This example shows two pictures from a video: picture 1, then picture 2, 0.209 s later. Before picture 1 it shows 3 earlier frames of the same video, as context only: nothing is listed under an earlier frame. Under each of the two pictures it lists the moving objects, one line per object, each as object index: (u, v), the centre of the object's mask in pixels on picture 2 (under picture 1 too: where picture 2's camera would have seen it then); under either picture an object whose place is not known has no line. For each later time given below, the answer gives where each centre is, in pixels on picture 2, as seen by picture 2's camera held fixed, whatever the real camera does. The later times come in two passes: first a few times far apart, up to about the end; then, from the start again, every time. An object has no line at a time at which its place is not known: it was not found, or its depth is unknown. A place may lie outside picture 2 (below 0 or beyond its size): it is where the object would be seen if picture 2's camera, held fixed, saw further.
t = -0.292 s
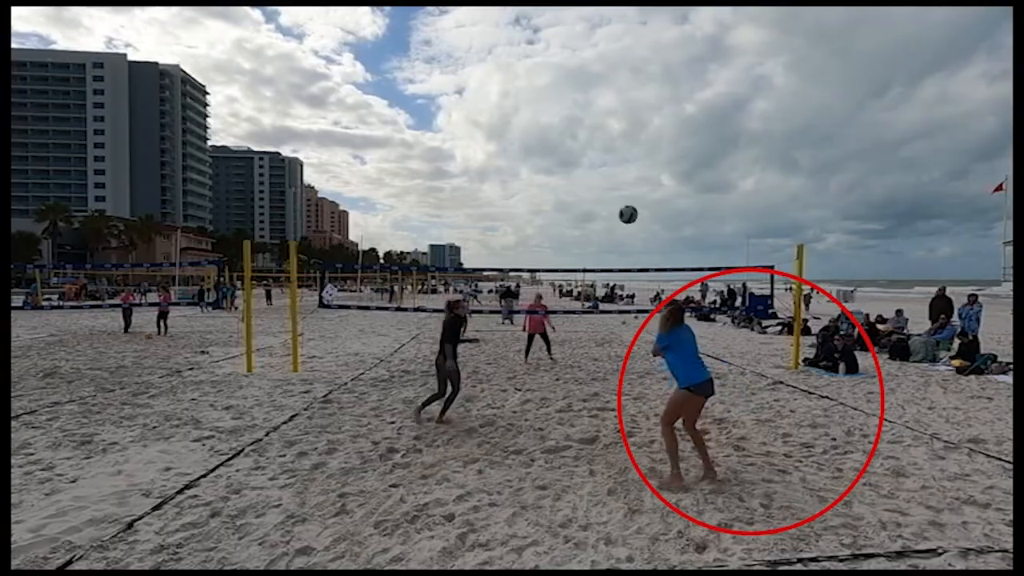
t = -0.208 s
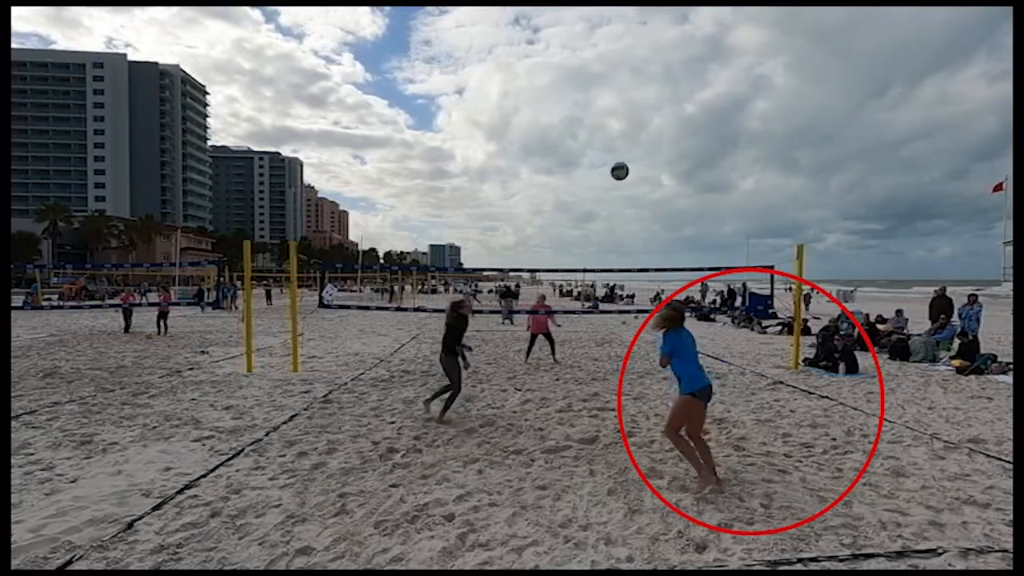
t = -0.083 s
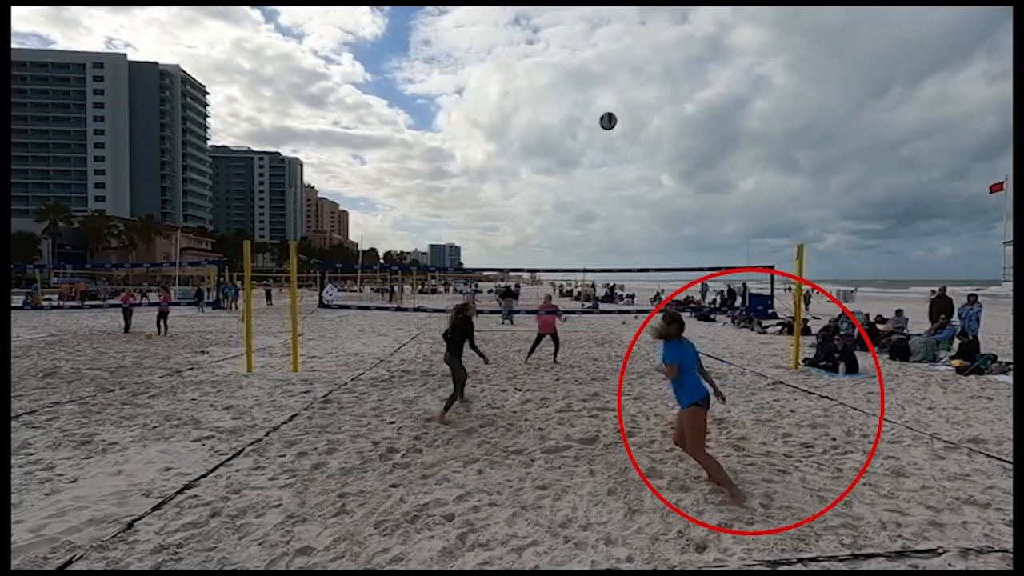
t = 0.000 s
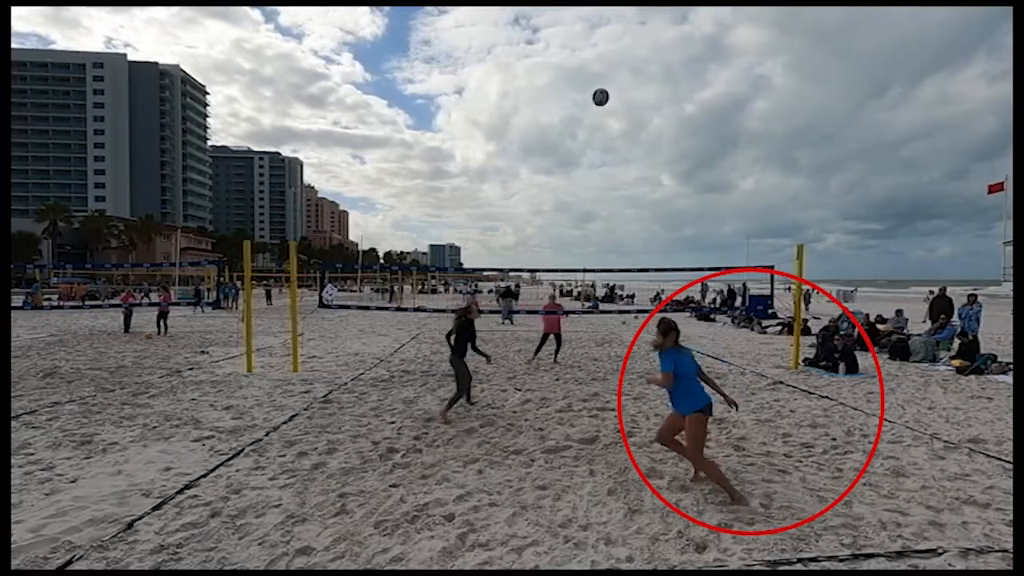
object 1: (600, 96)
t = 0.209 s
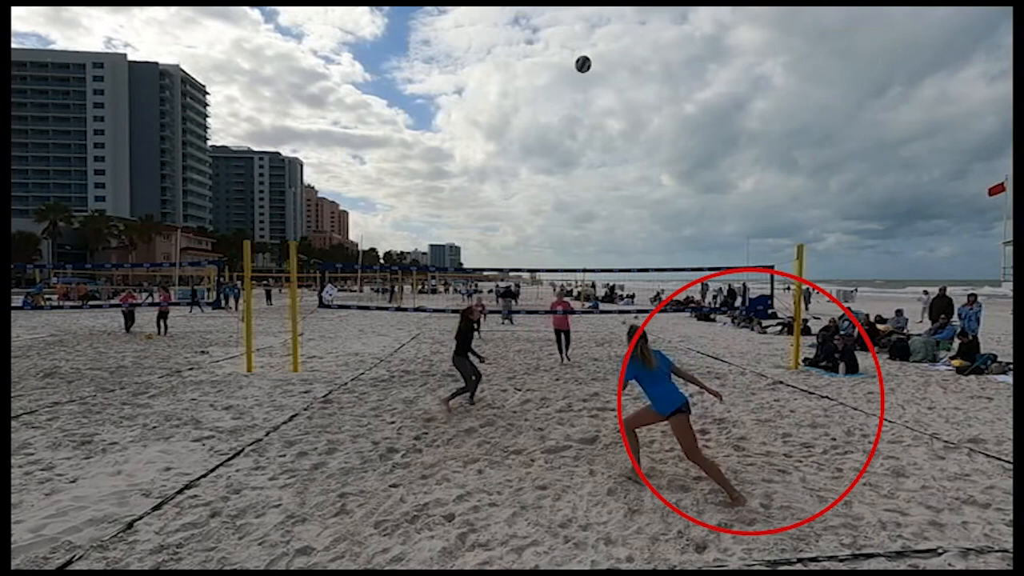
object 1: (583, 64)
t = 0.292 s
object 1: (576, 61)
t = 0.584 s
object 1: (554, 88)
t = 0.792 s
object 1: (539, 139)
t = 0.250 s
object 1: (580, 62)
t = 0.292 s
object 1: (576, 61)
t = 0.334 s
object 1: (573, 61)
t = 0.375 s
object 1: (570, 62)
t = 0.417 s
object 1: (567, 65)
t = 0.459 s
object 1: (564, 69)
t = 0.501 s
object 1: (560, 74)
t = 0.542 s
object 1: (557, 81)
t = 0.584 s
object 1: (554, 88)
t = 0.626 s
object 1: (551, 96)
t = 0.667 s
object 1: (548, 105)
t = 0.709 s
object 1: (545, 115)
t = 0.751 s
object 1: (542, 127)
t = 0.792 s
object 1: (539, 139)
